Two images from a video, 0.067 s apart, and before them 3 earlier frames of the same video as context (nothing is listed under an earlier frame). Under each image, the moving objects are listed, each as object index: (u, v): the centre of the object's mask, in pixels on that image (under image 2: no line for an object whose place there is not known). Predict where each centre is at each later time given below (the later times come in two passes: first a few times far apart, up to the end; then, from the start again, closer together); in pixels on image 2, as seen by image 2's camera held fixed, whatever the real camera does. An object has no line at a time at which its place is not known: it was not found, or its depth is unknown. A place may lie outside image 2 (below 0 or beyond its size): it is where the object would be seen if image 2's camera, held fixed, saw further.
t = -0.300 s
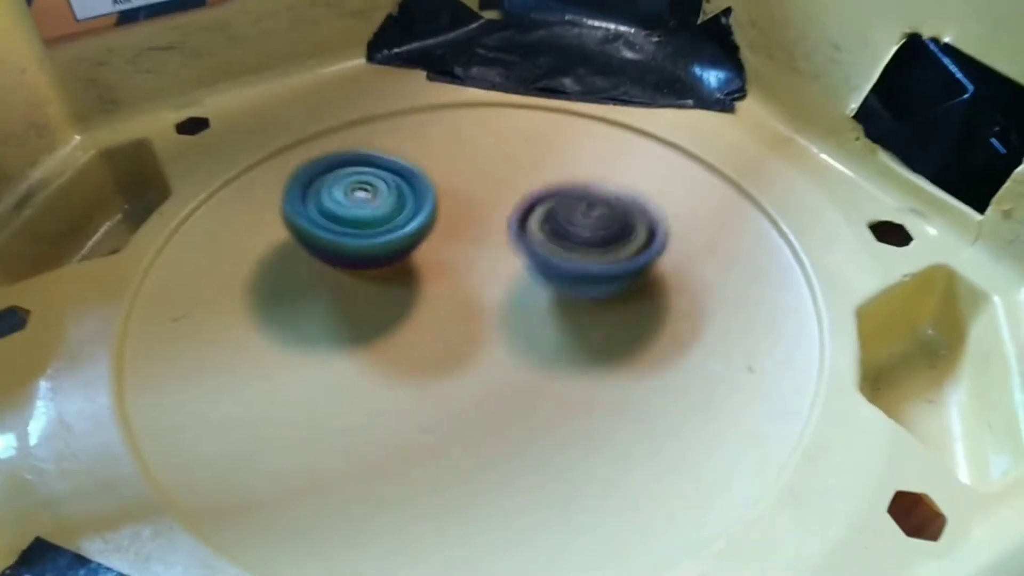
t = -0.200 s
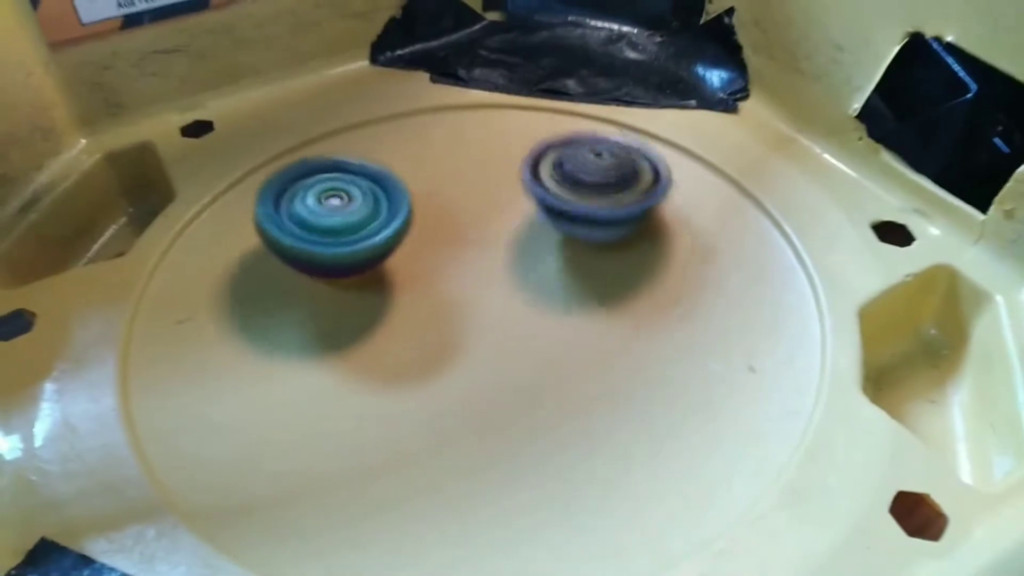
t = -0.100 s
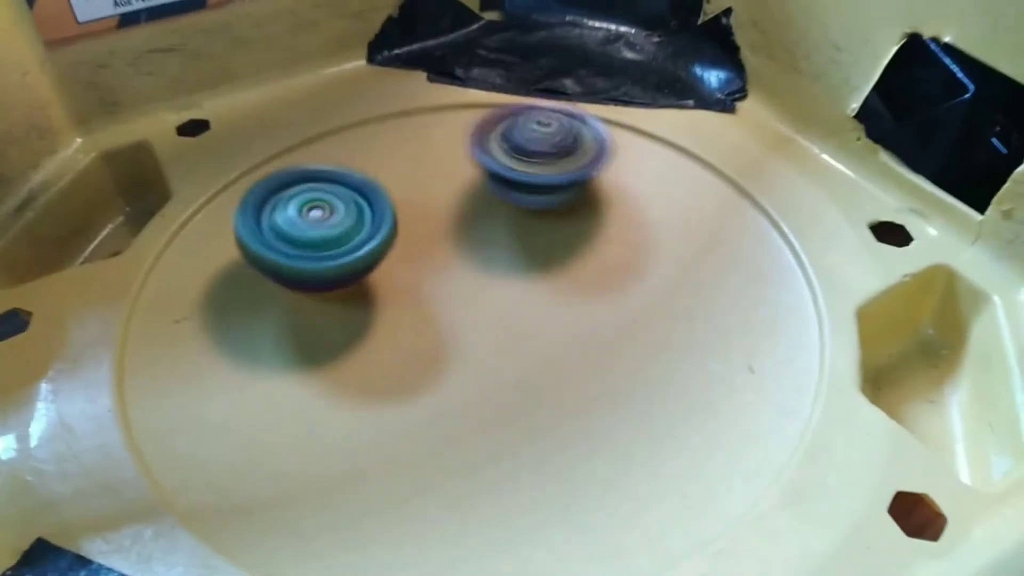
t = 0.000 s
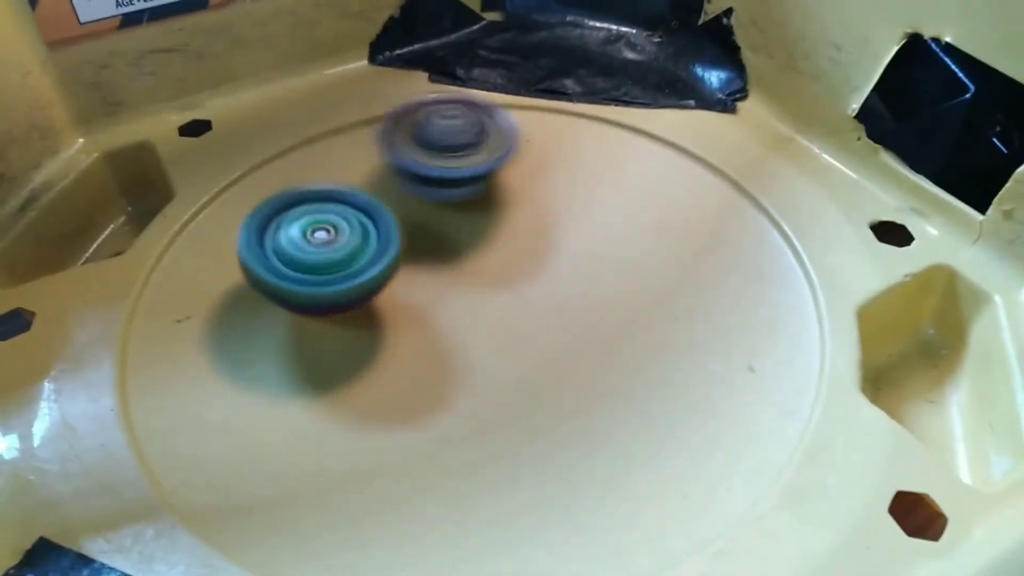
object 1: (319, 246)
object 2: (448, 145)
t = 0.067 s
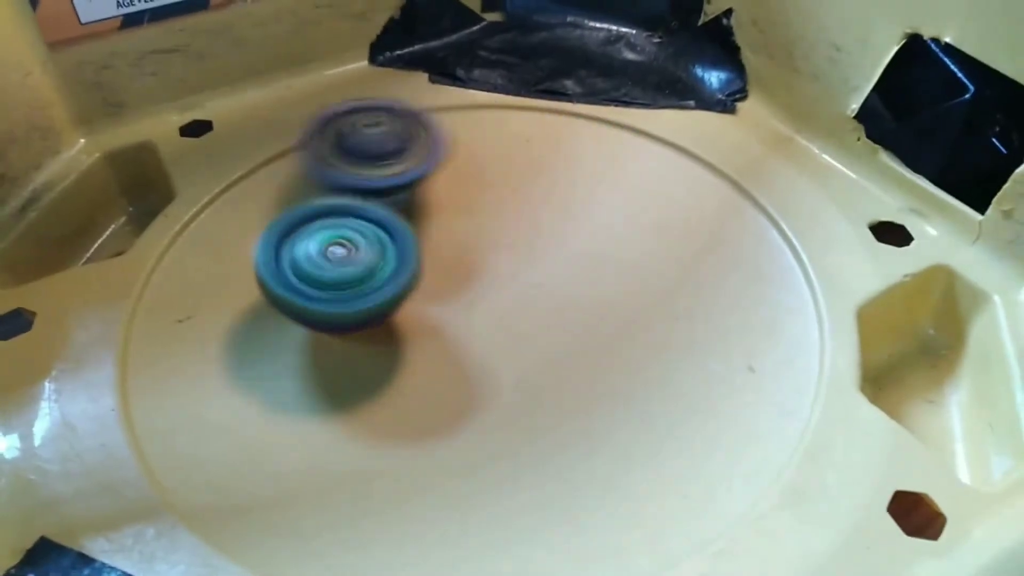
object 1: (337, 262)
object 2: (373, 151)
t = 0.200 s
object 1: (409, 286)
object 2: (220, 216)
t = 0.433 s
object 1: (556, 238)
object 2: (292, 476)
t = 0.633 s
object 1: (566, 196)
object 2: (672, 417)
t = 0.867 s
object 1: (528, 200)
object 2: (696, 162)
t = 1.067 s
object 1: (503, 249)
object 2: (468, 82)
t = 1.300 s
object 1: (520, 325)
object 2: (198, 235)
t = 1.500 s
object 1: (553, 349)
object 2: (345, 490)
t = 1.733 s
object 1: (559, 325)
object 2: (761, 412)
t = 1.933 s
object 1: (516, 288)
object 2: (746, 191)
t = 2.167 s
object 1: (426, 268)
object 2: (463, 124)
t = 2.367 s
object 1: (381, 296)
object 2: (217, 246)
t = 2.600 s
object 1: (429, 347)
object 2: (279, 500)
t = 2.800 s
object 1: (511, 334)
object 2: (673, 468)
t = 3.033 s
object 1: (551, 273)
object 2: (699, 210)
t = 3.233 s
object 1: (519, 233)
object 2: (467, 126)
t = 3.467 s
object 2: (184, 237)
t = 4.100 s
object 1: (486, 335)
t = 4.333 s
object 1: (542, 314)
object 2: (476, 111)
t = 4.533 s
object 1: (549, 283)
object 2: (242, 192)
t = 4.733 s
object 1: (519, 259)
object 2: (239, 416)
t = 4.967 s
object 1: (463, 253)
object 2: (625, 446)
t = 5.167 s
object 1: (427, 269)
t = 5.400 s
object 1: (418, 298)
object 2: (552, 124)
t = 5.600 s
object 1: (448, 313)
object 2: (316, 183)
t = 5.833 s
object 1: (493, 304)
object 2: (267, 418)
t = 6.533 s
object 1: (470, 272)
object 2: (508, 162)
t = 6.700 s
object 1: (464, 290)
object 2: (321, 213)
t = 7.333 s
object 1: (482, 294)
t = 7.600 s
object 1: (451, 278)
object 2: (552, 185)
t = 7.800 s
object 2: (375, 183)
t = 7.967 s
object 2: (278, 267)
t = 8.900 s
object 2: (430, 206)
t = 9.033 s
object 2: (359, 227)
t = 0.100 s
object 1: (348, 269)
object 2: (333, 157)
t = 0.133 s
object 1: (365, 277)
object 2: (293, 170)
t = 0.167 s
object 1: (386, 283)
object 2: (255, 192)
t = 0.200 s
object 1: (409, 286)
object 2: (220, 216)
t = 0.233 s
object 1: (435, 288)
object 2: (192, 246)
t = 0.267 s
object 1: (463, 285)
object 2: (172, 280)
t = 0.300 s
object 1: (487, 280)
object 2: (163, 324)
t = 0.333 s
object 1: (510, 272)
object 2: (170, 367)
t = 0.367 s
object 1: (529, 261)
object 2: (194, 411)
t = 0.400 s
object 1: (544, 249)
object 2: (238, 448)
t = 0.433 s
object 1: (556, 238)
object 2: (292, 476)
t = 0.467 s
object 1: (563, 227)
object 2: (358, 492)
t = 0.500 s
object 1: (567, 219)
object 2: (429, 494)
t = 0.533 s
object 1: (569, 211)
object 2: (503, 490)
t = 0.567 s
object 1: (569, 205)
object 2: (569, 475)
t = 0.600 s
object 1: (569, 200)
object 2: (626, 449)
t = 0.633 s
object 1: (566, 196)
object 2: (672, 417)
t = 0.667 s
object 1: (564, 193)
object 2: (708, 380)
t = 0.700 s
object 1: (560, 191)
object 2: (730, 342)
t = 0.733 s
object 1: (555, 190)
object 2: (741, 300)
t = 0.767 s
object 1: (548, 190)
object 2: (742, 262)
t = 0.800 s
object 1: (541, 191)
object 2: (735, 224)
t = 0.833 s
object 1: (534, 195)
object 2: (718, 190)
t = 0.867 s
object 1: (528, 200)
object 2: (696, 162)
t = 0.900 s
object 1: (522, 206)
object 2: (667, 132)
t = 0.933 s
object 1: (517, 213)
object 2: (632, 108)
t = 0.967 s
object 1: (513, 221)
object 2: (596, 93)
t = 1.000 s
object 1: (509, 229)
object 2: (554, 83)
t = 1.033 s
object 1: (506, 239)
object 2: (509, 79)
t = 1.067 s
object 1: (503, 249)
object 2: (468, 82)
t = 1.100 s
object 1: (502, 259)
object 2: (424, 88)
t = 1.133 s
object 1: (502, 270)
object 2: (378, 101)
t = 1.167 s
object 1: (502, 282)
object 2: (335, 117)
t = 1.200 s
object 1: (505, 294)
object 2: (293, 139)
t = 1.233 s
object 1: (508, 305)
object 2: (254, 164)
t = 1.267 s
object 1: (514, 316)
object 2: (224, 199)
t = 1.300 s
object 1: (520, 325)
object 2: (198, 235)
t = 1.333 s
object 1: (526, 332)
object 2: (186, 285)
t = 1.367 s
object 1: (533, 338)
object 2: (187, 331)
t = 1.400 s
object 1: (540, 342)
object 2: (202, 380)
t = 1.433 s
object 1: (545, 345)
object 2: (236, 425)
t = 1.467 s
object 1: (549, 347)
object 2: (285, 466)
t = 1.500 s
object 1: (553, 349)
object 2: (345, 490)
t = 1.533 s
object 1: (556, 348)
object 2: (418, 498)
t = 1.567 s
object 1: (560, 349)
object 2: (498, 500)
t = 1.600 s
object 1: (563, 346)
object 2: (568, 496)
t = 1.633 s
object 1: (566, 342)
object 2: (633, 492)
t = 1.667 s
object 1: (565, 338)
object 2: (694, 480)
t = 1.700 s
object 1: (562, 332)
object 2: (733, 452)
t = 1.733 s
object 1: (559, 325)
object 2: (761, 412)
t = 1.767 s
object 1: (556, 318)
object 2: (780, 372)
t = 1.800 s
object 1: (550, 313)
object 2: (789, 332)
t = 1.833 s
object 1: (544, 306)
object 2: (789, 292)
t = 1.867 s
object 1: (536, 300)
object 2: (783, 254)
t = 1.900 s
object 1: (527, 294)
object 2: (768, 221)
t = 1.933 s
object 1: (516, 288)
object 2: (746, 191)
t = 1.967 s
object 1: (505, 283)
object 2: (716, 167)
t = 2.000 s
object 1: (492, 279)
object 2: (683, 146)
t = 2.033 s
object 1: (479, 275)
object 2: (641, 129)
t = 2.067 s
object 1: (465, 271)
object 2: (601, 120)
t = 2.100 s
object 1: (451, 270)
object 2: (557, 117)
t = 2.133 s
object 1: (438, 269)
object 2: (510, 118)
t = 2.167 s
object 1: (426, 268)
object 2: (463, 124)
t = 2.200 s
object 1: (414, 269)
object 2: (413, 138)
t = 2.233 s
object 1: (403, 270)
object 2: (369, 153)
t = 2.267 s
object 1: (393, 271)
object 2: (326, 171)
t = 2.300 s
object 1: (386, 277)
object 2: (286, 196)
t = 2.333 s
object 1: (381, 285)
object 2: (251, 220)
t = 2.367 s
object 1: (381, 296)
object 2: (217, 246)
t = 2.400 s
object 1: (381, 305)
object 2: (191, 277)
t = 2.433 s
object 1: (385, 314)
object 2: (172, 313)
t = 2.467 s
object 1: (389, 323)
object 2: (164, 353)
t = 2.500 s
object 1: (396, 331)
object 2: (166, 396)
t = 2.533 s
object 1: (405, 337)
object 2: (187, 440)
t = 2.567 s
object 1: (416, 342)
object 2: (223, 480)
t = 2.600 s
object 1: (429, 347)
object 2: (279, 500)
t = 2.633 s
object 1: (443, 349)
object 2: (342, 510)
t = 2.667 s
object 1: (458, 350)
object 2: (416, 514)
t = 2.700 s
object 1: (473, 349)
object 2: (486, 512)
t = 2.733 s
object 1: (486, 345)
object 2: (557, 507)
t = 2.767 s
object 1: (500, 340)
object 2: (620, 495)
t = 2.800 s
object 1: (511, 334)
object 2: (673, 468)
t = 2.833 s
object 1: (522, 327)
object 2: (714, 432)
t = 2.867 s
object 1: (531, 320)
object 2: (741, 391)
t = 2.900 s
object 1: (539, 311)
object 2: (755, 350)
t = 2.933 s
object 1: (545, 302)
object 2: (755, 309)
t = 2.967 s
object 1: (549, 292)
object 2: (745, 274)
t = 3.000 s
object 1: (551, 283)
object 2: (725, 239)
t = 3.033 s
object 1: (551, 273)
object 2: (699, 210)
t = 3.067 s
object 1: (549, 265)
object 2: (669, 185)
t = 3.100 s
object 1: (546, 256)
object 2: (634, 164)
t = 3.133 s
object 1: (540, 248)
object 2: (596, 146)
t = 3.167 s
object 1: (534, 242)
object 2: (556, 130)
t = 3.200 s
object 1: (527, 237)
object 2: (512, 123)
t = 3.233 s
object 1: (519, 233)
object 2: (467, 126)
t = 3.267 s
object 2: (420, 129)
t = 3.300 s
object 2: (376, 134)
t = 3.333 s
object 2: (332, 144)
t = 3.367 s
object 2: (289, 158)
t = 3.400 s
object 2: (249, 178)
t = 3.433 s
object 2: (212, 206)
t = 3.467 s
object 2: (184, 237)
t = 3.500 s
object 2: (163, 273)
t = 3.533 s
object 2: (153, 317)
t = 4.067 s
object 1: (476, 334)
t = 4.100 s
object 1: (486, 335)
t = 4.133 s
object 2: (685, 189)
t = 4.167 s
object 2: (658, 166)
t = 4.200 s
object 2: (628, 146)
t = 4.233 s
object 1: (524, 327)
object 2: (593, 130)
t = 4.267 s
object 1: (531, 323)
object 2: (556, 119)
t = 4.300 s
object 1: (537, 319)
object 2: (517, 113)
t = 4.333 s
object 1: (542, 314)
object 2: (476, 111)
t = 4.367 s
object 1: (546, 309)
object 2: (433, 114)
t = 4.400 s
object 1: (549, 304)
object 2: (389, 122)
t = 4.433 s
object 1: (551, 299)
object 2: (350, 132)
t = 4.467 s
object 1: (551, 294)
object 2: (310, 147)
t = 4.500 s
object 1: (551, 288)
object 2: (274, 167)
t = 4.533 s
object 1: (549, 283)
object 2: (242, 192)
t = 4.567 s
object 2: (215, 224)
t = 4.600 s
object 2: (198, 256)
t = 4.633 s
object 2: (190, 296)
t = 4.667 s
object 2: (195, 340)
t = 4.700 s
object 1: (527, 261)
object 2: (210, 381)
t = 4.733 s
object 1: (519, 259)
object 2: (239, 416)
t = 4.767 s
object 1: (512, 255)
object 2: (284, 447)
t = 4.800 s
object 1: (504, 254)
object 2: (335, 471)
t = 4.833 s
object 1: (496, 252)
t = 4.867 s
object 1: (487, 252)
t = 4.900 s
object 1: (479, 252)
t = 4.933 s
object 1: (471, 252)
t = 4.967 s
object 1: (463, 253)
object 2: (625, 446)
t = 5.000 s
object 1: (455, 255)
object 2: (668, 421)
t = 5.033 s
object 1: (448, 257)
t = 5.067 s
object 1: (442, 259)
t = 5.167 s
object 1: (427, 269)
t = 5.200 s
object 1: (423, 272)
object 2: (731, 227)
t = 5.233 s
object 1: (420, 276)
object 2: (712, 200)
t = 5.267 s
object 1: (418, 281)
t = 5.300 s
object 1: (417, 284)
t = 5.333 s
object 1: (415, 289)
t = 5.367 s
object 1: (416, 293)
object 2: (591, 130)
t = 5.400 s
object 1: (418, 298)
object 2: (552, 124)
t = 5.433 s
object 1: (421, 301)
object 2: (512, 123)
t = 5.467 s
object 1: (425, 305)
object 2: (470, 126)
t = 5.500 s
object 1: (430, 308)
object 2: (428, 135)
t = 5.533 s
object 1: (436, 310)
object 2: (389, 146)
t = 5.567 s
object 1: (442, 312)
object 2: (351, 162)
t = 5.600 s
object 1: (448, 313)
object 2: (316, 183)
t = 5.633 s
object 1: (455, 313)
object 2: (286, 208)
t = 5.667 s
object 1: (461, 313)
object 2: (260, 238)
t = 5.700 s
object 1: (468, 312)
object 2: (241, 270)
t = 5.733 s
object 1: (474, 311)
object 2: (230, 304)
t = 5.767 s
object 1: (481, 309)
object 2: (230, 344)
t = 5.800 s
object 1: (488, 307)
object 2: (243, 382)
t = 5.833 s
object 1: (493, 304)
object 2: (267, 418)
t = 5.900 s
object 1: (502, 298)
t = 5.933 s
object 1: (505, 294)
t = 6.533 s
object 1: (470, 272)
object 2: (508, 162)
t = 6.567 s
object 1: (465, 276)
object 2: (467, 162)
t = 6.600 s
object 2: (428, 168)
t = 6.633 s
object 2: (389, 182)
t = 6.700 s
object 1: (464, 290)
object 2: (321, 213)
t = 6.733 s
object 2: (289, 236)
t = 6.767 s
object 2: (265, 262)
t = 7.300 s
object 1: (485, 296)
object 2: (653, 366)
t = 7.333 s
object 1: (482, 294)
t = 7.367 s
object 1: (479, 292)
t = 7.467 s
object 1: (472, 285)
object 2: (641, 248)
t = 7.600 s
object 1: (451, 278)
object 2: (552, 185)
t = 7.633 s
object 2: (527, 177)
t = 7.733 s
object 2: (433, 172)
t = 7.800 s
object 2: (375, 183)
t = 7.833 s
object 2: (349, 195)
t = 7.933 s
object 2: (287, 247)
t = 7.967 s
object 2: (278, 267)
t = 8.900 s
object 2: (430, 206)
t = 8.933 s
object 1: (591, 192)
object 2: (413, 208)
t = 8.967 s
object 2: (394, 212)
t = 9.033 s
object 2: (359, 227)
